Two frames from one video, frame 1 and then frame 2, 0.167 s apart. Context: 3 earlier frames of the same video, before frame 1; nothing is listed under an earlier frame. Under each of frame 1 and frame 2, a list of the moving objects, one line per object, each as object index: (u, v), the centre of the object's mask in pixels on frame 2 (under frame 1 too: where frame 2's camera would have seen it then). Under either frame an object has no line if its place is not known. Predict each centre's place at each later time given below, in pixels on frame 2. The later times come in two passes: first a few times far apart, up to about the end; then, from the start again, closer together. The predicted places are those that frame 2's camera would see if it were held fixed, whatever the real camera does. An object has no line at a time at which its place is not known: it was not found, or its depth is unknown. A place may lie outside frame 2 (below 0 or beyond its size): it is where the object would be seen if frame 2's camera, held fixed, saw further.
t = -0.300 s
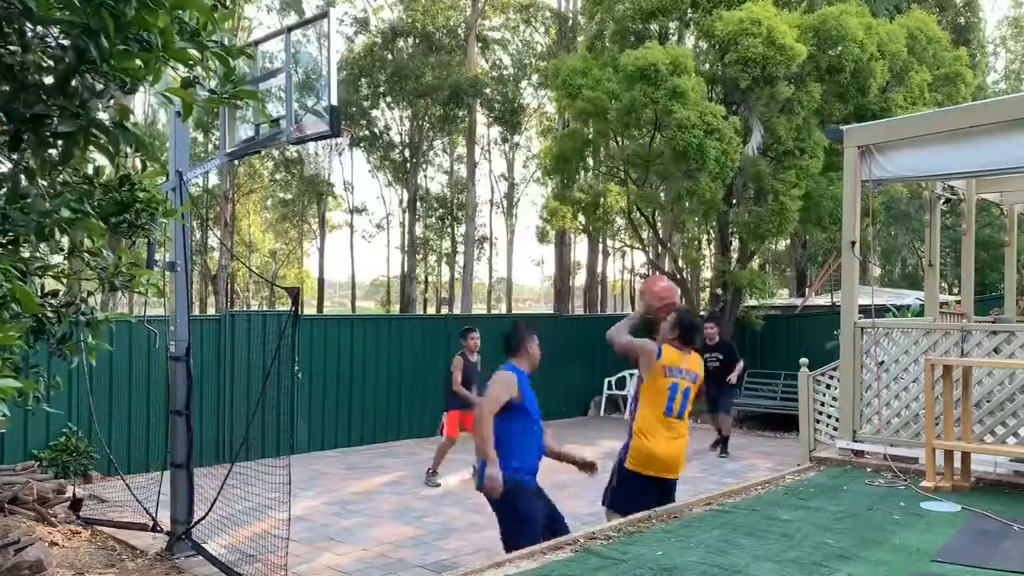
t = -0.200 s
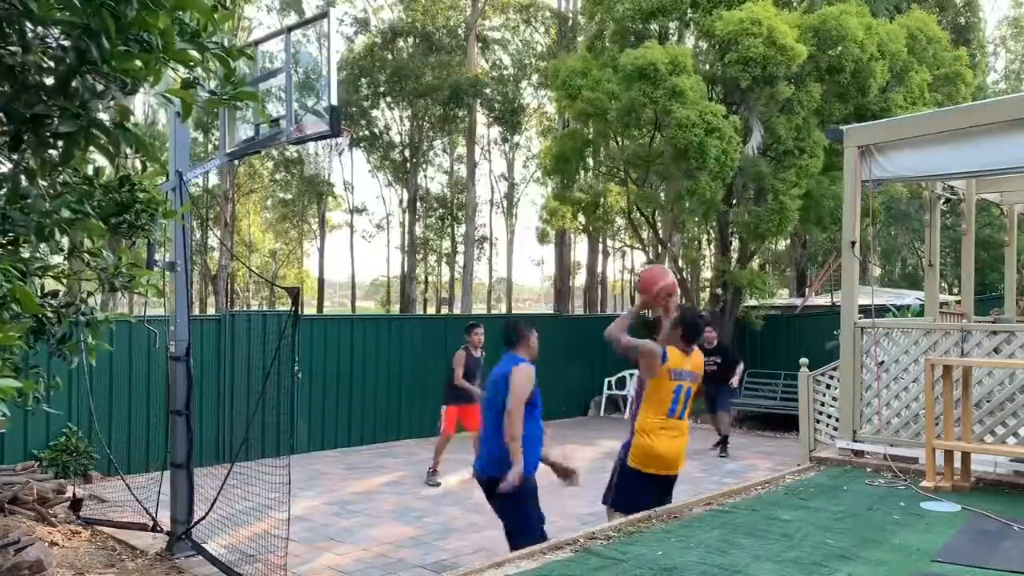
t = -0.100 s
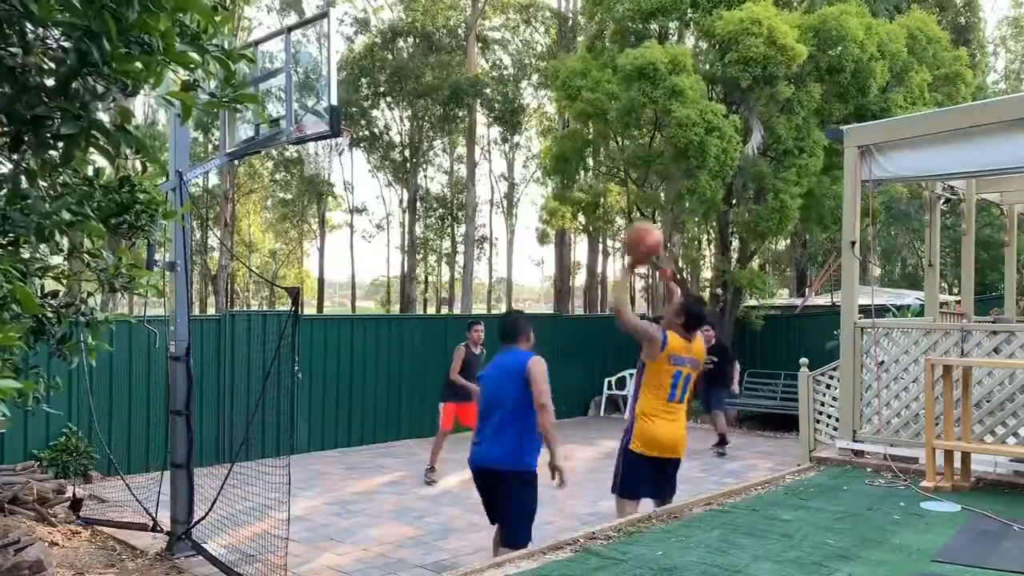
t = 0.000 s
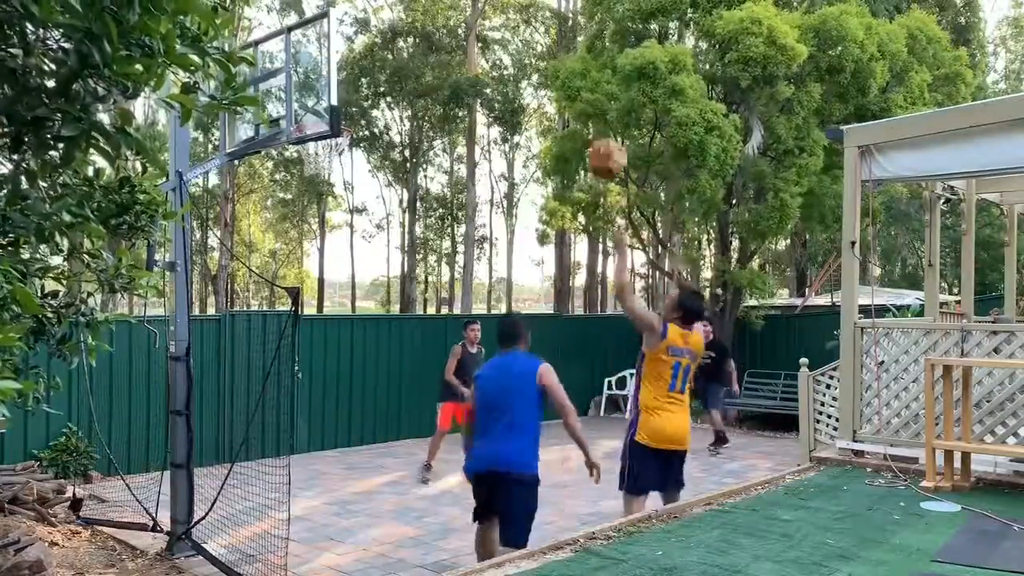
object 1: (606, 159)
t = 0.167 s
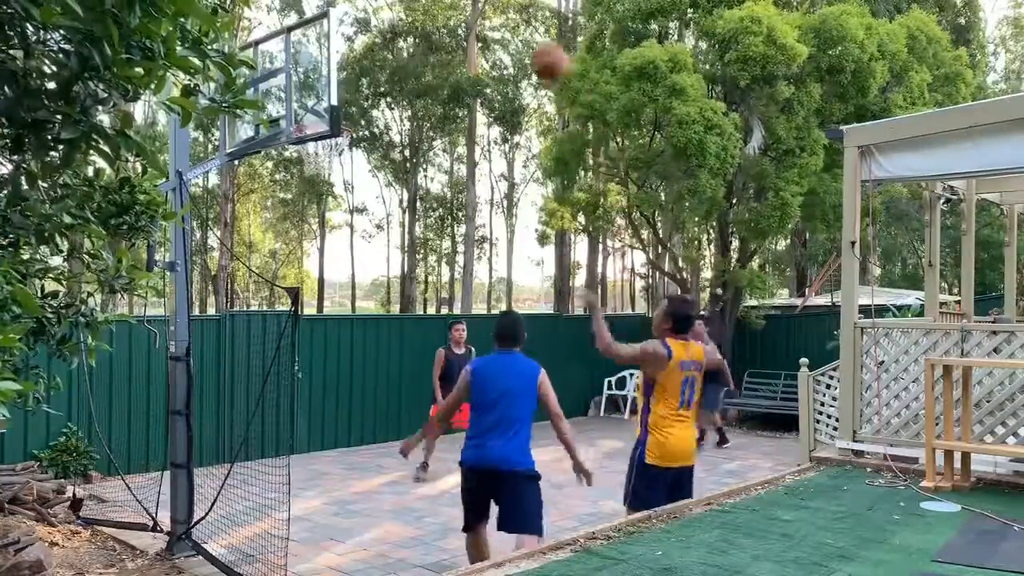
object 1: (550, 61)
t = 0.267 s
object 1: (517, 25)
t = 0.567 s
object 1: (431, 13)
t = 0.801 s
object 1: (378, 81)
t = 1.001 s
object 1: (386, 118)
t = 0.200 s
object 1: (539, 48)
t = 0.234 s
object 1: (526, 36)
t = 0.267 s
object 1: (517, 25)
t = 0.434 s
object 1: (468, 9)
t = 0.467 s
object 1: (457, 9)
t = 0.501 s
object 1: (447, 11)
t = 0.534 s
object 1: (440, 11)
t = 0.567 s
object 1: (431, 13)
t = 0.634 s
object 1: (415, 25)
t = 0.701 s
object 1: (399, 43)
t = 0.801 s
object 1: (378, 81)
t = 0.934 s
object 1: (371, 116)
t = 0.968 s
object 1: (377, 115)
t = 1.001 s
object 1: (386, 118)
